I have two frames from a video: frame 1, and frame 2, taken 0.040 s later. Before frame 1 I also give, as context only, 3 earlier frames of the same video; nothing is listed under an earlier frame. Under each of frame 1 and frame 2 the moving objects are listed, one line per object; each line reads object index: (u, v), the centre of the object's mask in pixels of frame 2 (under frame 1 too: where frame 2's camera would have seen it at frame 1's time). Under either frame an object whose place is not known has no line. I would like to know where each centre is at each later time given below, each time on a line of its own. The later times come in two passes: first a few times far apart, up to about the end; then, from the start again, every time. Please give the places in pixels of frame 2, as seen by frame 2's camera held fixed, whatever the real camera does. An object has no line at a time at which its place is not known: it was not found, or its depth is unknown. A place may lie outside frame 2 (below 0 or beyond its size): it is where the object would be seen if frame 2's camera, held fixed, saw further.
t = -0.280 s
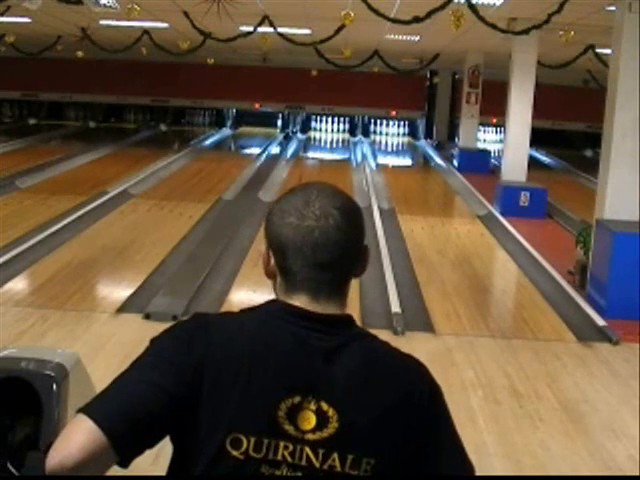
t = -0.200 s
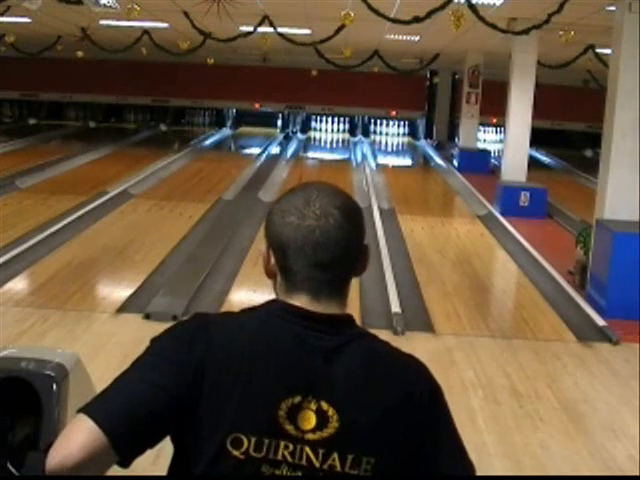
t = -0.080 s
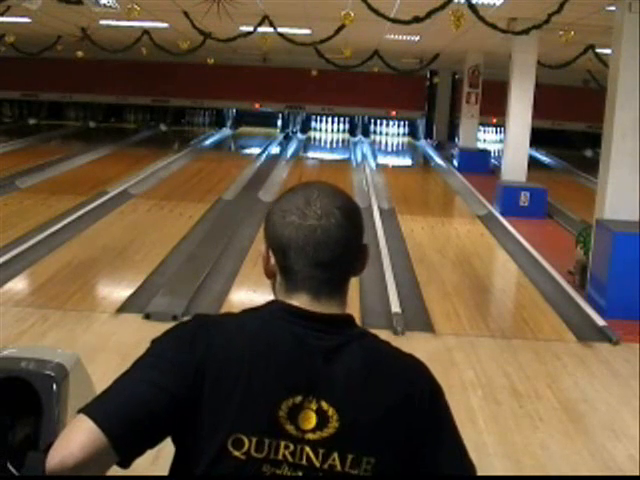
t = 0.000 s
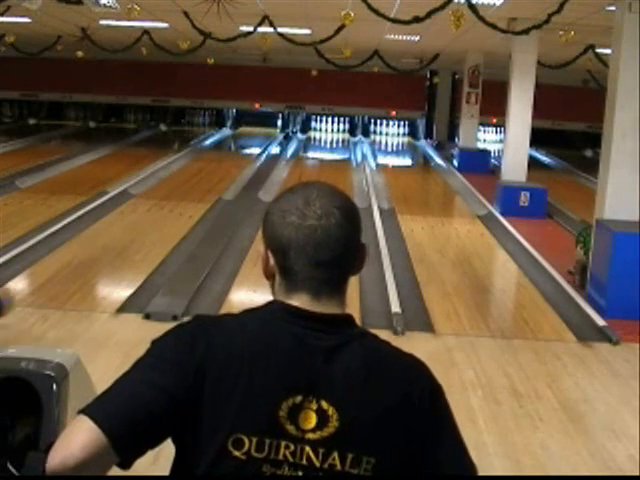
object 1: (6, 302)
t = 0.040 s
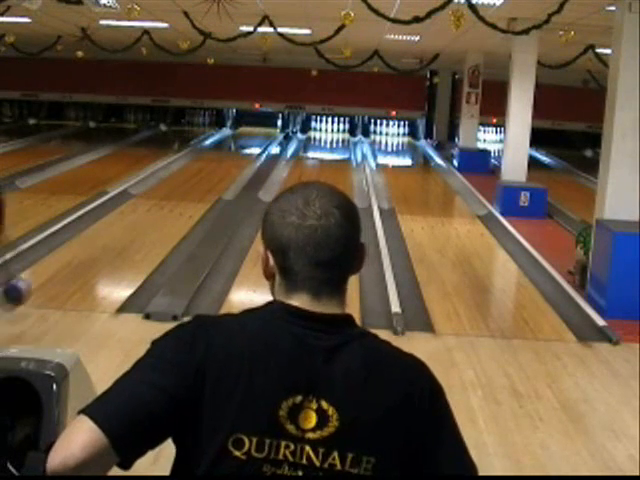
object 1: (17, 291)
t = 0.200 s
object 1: (74, 263)
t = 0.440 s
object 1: (135, 225)
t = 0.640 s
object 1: (170, 203)
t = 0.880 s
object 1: (201, 181)
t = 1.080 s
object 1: (220, 169)
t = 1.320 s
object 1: (237, 157)
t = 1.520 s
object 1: (248, 149)
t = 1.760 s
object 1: (260, 144)
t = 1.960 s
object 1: (267, 137)
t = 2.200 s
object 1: (273, 129)
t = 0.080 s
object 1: (32, 282)
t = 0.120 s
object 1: (46, 275)
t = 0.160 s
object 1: (61, 271)
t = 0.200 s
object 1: (74, 263)
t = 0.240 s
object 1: (86, 255)
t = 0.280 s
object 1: (97, 249)
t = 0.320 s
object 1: (107, 242)
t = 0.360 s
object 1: (118, 236)
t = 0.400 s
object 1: (127, 230)
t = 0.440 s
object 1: (135, 225)
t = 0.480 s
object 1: (143, 219)
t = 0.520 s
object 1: (150, 215)
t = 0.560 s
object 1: (158, 211)
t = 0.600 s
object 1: (164, 206)
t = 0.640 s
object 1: (170, 203)
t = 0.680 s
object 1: (176, 200)
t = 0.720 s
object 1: (181, 195)
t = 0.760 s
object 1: (186, 192)
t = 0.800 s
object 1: (192, 188)
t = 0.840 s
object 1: (197, 184)
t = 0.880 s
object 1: (201, 181)
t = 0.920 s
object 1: (205, 179)
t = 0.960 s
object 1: (209, 176)
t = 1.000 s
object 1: (213, 174)
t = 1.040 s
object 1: (216, 171)
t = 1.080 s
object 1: (220, 169)
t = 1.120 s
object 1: (223, 167)
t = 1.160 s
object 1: (226, 165)
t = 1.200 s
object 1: (229, 163)
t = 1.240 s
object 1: (232, 161)
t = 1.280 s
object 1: (235, 159)
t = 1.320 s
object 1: (237, 157)
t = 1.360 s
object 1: (239, 156)
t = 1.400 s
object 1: (242, 155)
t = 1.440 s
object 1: (244, 153)
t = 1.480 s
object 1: (247, 150)
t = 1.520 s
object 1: (248, 149)
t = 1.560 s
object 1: (252, 146)
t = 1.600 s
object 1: (253, 144)
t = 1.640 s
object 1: (255, 145)
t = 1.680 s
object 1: (257, 145)
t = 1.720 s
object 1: (259, 145)
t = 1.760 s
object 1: (260, 144)
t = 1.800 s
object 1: (262, 143)
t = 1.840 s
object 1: (263, 141)
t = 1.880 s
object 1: (264, 140)
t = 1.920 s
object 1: (265, 138)
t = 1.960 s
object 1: (267, 137)
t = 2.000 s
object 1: (267, 136)
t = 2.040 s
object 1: (269, 134)
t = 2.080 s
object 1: (270, 134)
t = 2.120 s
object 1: (270, 133)
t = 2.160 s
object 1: (271, 130)
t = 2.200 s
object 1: (273, 129)
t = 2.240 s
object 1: (273, 128)
